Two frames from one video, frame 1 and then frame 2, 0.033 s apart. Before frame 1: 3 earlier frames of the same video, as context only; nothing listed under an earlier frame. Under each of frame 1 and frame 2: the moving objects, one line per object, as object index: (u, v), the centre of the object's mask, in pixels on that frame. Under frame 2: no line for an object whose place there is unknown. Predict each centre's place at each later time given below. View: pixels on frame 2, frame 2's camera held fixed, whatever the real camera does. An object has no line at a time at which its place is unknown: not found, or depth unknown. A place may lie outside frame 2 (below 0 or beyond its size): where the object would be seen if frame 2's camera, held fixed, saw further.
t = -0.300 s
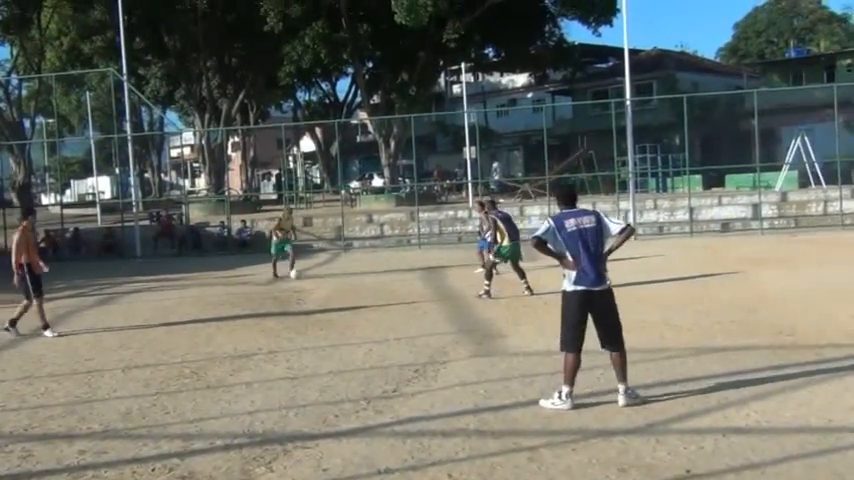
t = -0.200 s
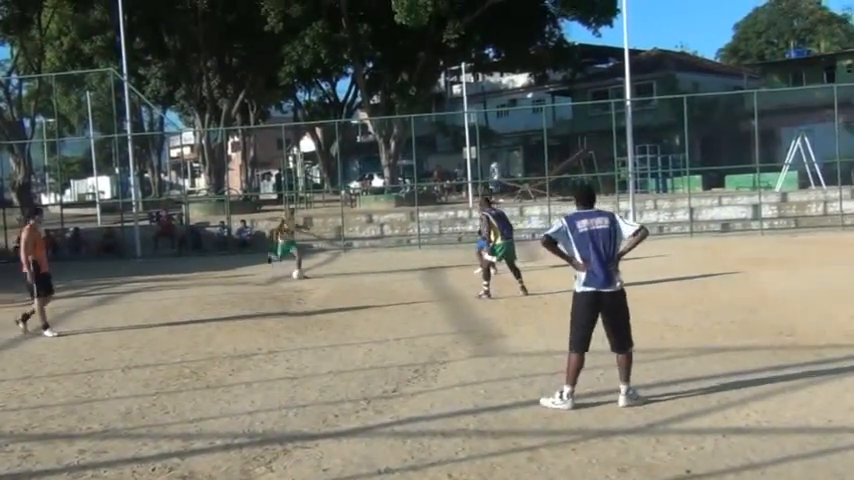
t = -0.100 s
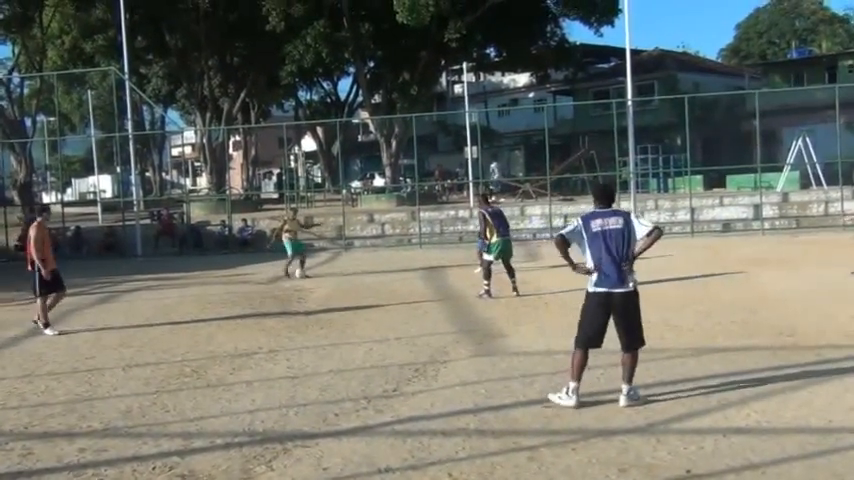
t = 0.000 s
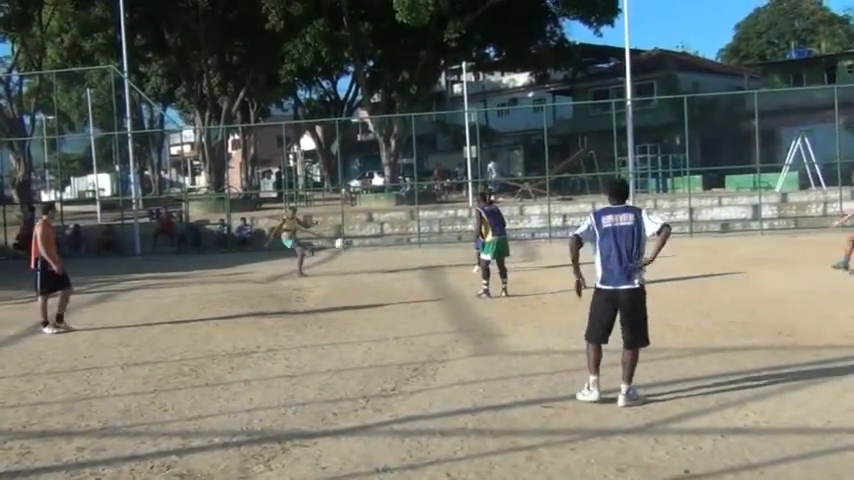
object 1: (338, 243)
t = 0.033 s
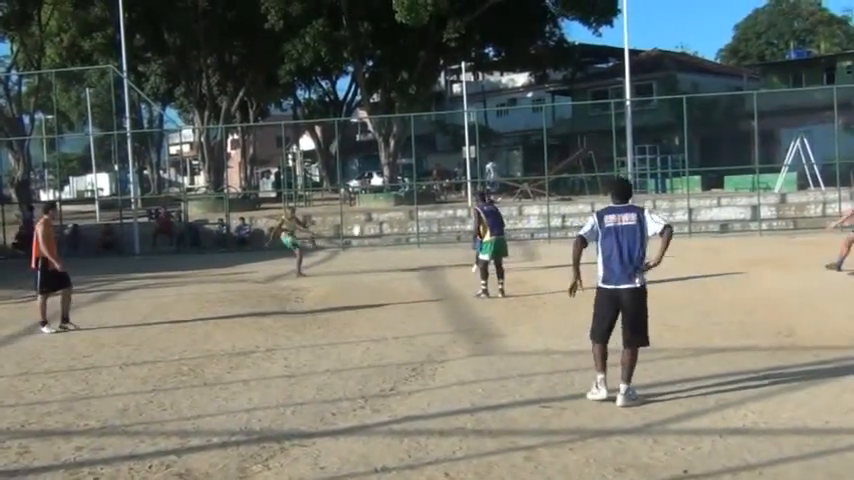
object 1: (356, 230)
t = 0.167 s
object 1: (440, 179)
